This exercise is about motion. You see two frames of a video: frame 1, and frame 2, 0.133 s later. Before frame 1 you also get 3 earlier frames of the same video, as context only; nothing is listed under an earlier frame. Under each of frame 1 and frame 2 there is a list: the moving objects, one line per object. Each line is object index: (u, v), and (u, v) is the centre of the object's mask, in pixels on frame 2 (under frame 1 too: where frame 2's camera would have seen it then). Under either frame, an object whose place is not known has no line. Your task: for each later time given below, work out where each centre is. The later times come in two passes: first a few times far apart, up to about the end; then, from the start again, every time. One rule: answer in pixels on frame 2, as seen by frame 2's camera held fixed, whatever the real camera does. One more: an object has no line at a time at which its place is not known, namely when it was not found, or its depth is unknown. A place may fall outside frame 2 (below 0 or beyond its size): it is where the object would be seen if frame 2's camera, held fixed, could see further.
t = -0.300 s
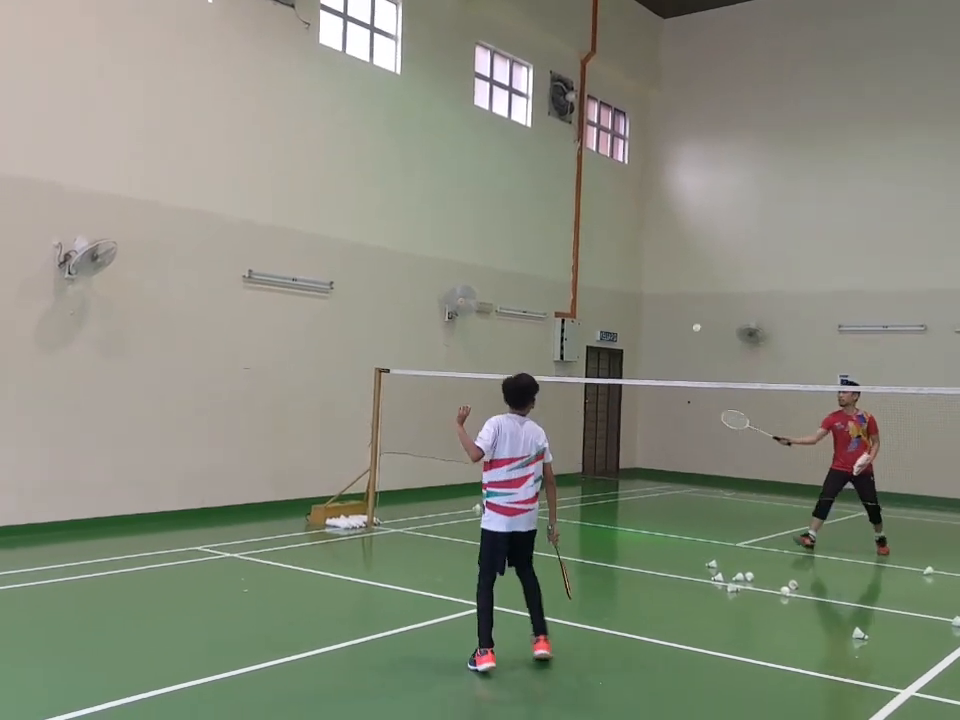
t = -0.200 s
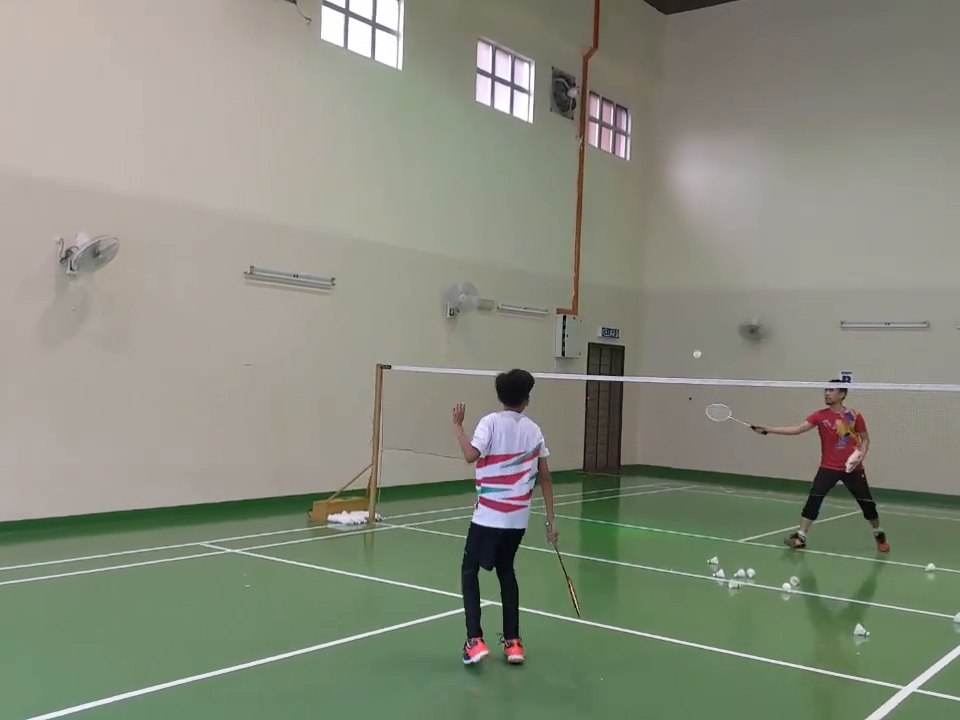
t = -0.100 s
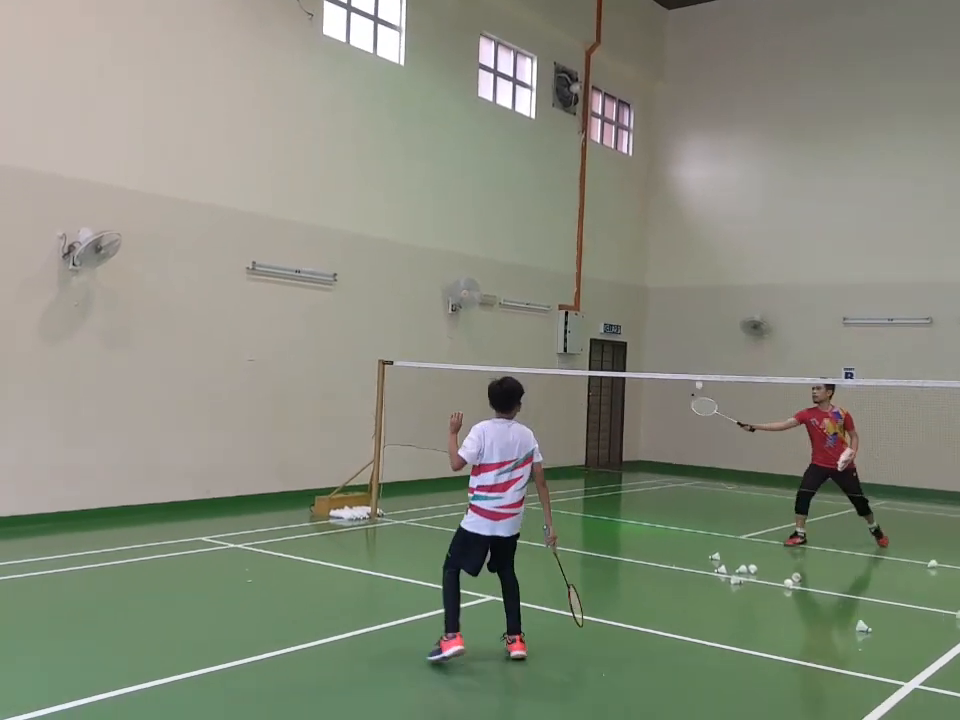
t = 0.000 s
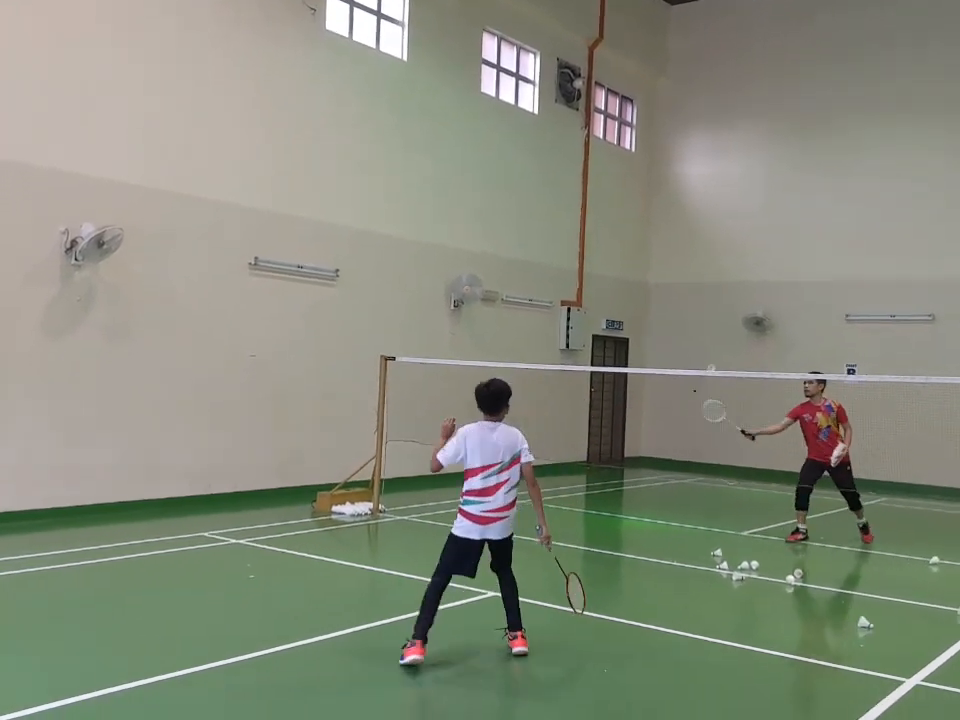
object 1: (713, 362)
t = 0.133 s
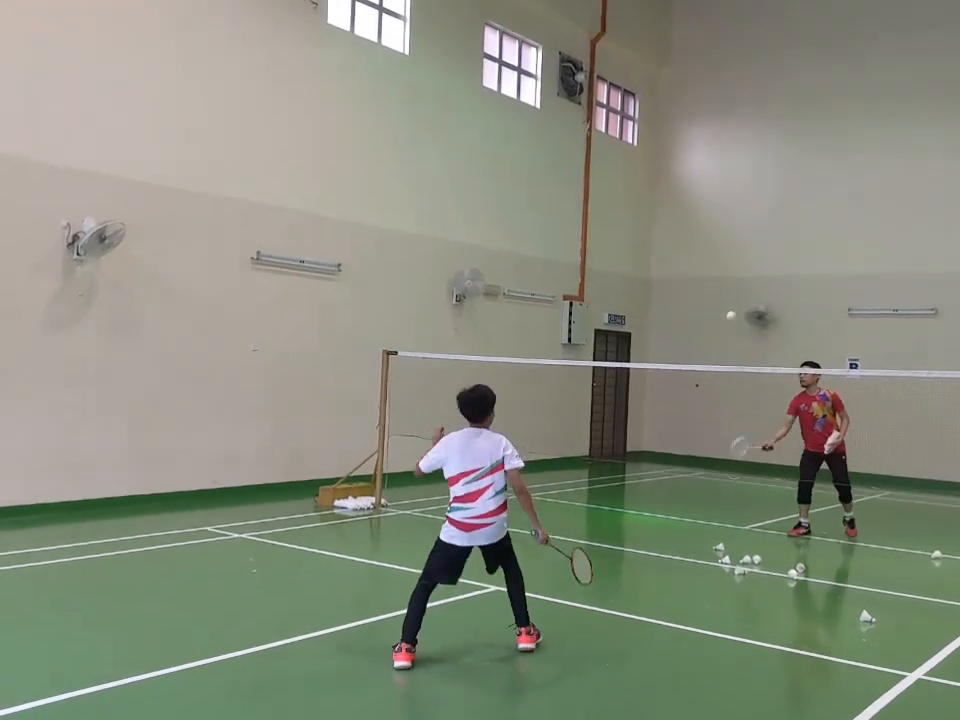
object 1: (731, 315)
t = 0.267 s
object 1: (738, 300)
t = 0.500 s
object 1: (754, 318)
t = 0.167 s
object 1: (731, 311)
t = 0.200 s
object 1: (732, 307)
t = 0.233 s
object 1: (735, 303)
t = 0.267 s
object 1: (738, 300)
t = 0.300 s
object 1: (741, 298)
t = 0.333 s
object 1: (745, 296)
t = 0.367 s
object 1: (747, 296)
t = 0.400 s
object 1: (749, 299)
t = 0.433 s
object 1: (750, 303)
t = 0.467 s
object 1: (752, 310)
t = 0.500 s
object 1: (754, 318)
